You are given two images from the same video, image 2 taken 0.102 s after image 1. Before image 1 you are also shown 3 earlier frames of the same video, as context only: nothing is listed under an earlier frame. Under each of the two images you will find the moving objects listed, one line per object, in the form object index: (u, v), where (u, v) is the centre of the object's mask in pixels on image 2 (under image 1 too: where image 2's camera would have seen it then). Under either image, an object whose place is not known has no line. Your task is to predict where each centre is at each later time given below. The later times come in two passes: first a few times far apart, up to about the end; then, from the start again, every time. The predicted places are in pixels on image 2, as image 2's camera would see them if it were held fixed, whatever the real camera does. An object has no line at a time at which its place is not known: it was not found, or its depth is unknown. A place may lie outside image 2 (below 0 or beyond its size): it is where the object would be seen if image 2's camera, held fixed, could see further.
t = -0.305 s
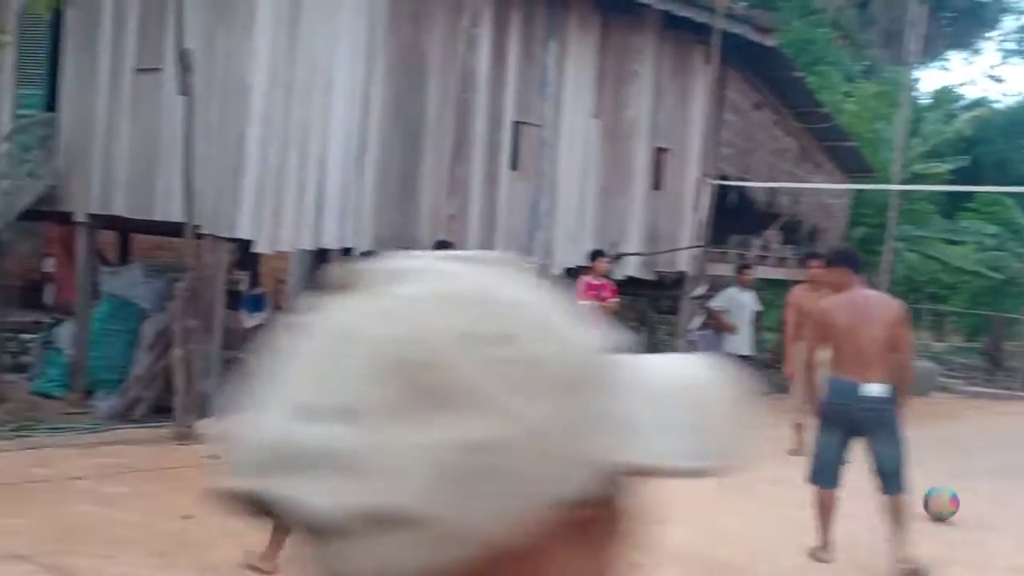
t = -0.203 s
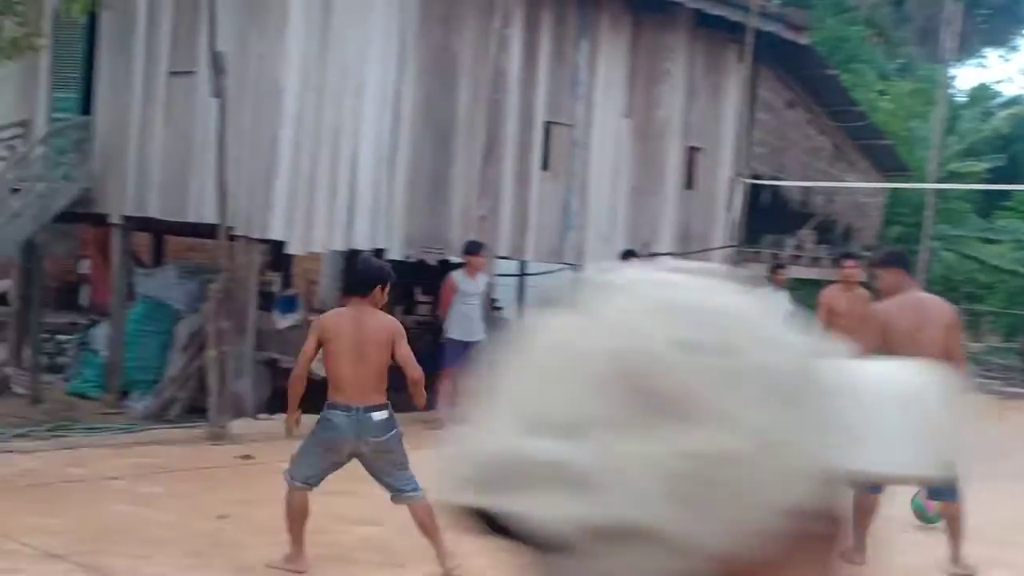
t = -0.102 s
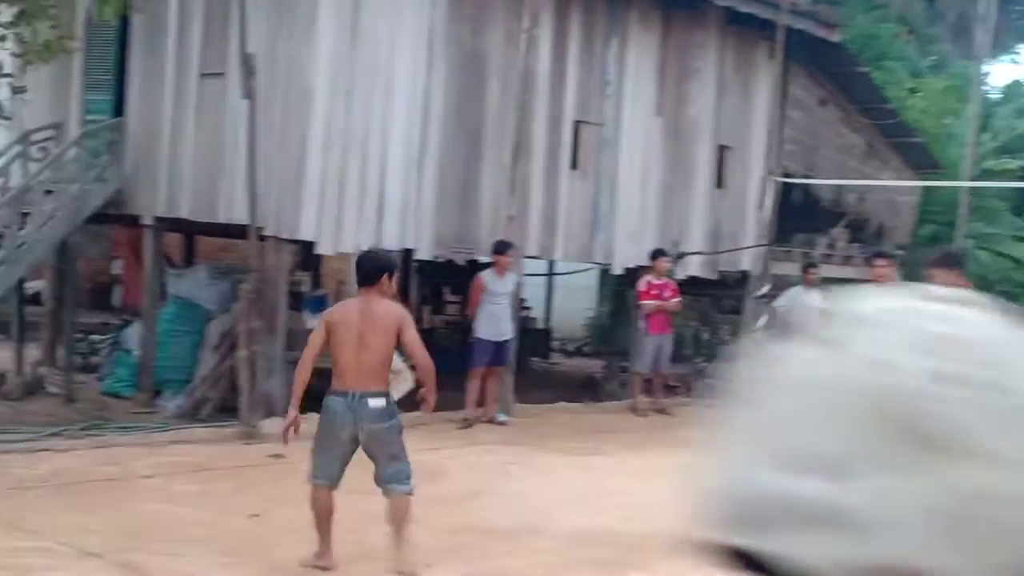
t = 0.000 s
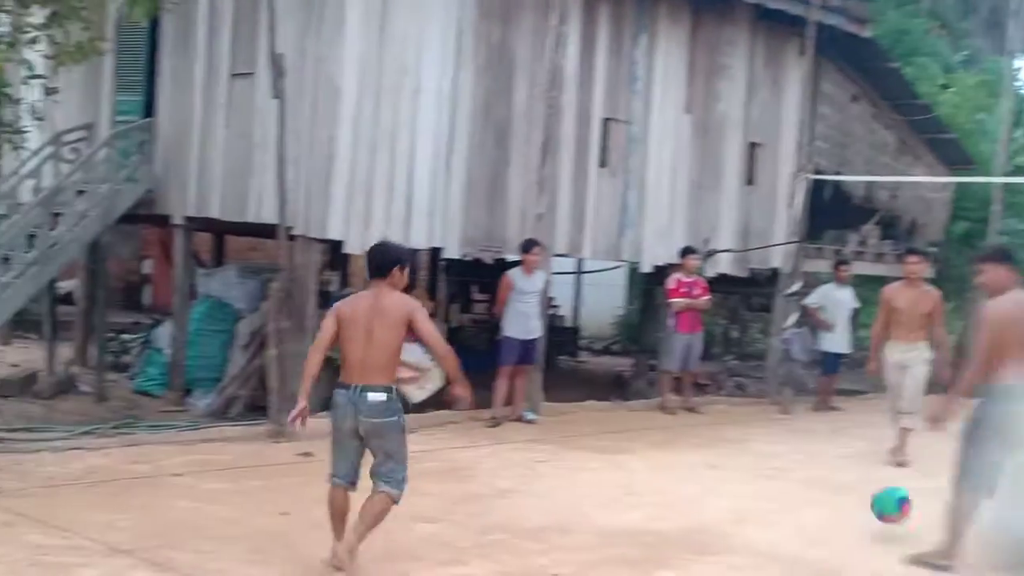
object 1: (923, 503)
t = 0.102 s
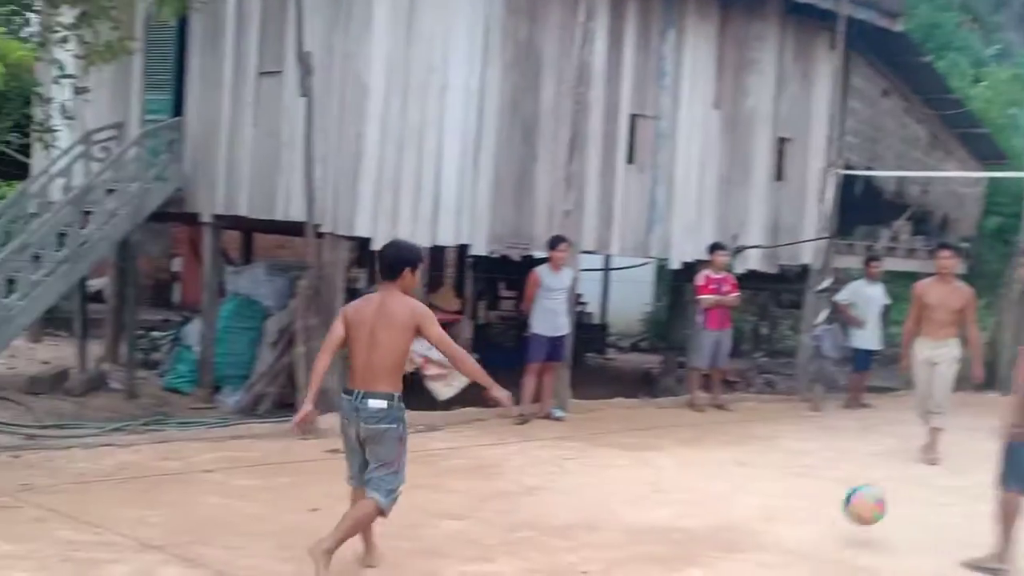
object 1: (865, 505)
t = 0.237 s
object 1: (780, 524)
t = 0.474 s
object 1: (621, 533)
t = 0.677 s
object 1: (465, 548)
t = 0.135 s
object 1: (844, 510)
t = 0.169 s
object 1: (823, 518)
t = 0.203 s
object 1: (800, 532)
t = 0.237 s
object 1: (780, 524)
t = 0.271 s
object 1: (760, 518)
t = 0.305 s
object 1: (739, 515)
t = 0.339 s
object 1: (715, 514)
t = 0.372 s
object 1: (692, 515)
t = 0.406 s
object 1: (671, 518)
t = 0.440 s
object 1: (648, 524)
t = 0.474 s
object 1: (621, 533)
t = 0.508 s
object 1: (594, 548)
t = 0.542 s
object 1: (572, 540)
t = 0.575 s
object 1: (550, 537)
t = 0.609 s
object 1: (523, 538)
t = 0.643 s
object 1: (495, 541)
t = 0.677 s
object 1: (465, 548)
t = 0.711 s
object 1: (440, 560)
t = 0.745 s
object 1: (413, 559)
